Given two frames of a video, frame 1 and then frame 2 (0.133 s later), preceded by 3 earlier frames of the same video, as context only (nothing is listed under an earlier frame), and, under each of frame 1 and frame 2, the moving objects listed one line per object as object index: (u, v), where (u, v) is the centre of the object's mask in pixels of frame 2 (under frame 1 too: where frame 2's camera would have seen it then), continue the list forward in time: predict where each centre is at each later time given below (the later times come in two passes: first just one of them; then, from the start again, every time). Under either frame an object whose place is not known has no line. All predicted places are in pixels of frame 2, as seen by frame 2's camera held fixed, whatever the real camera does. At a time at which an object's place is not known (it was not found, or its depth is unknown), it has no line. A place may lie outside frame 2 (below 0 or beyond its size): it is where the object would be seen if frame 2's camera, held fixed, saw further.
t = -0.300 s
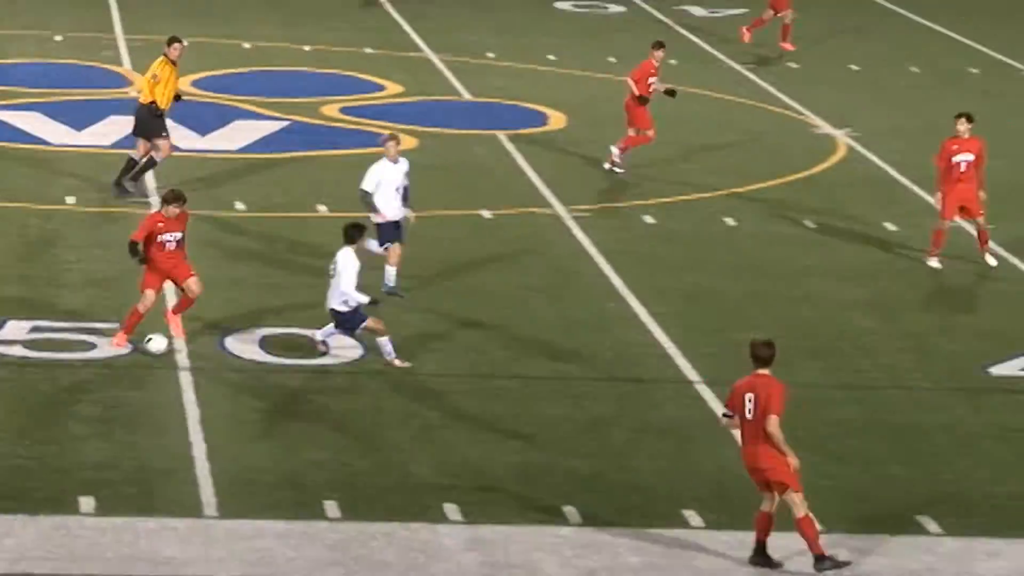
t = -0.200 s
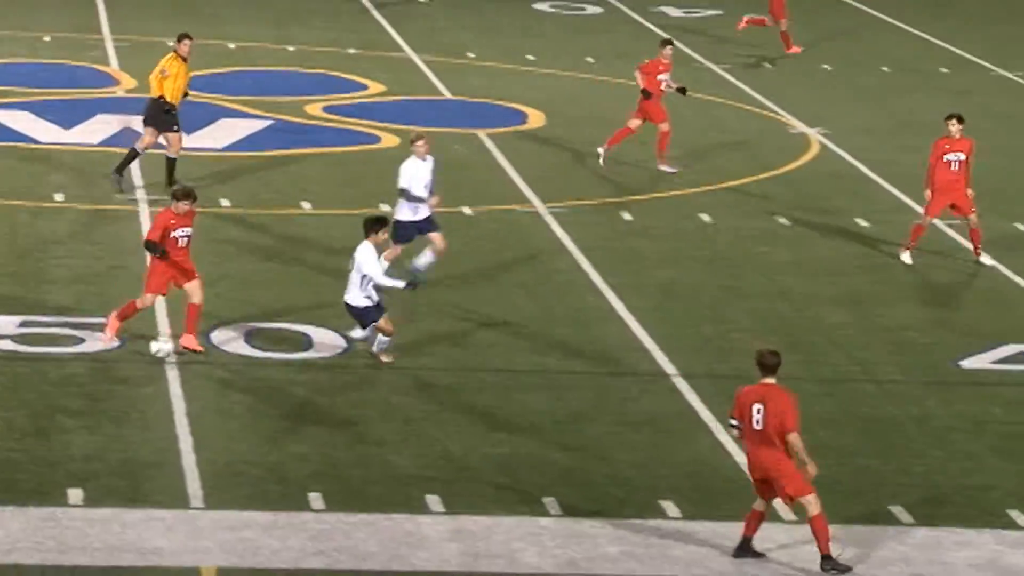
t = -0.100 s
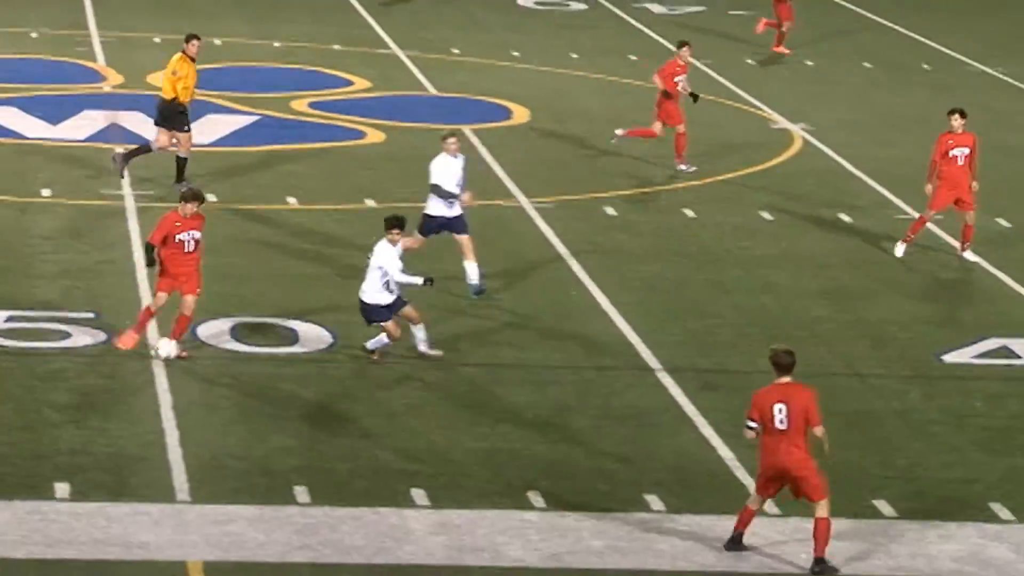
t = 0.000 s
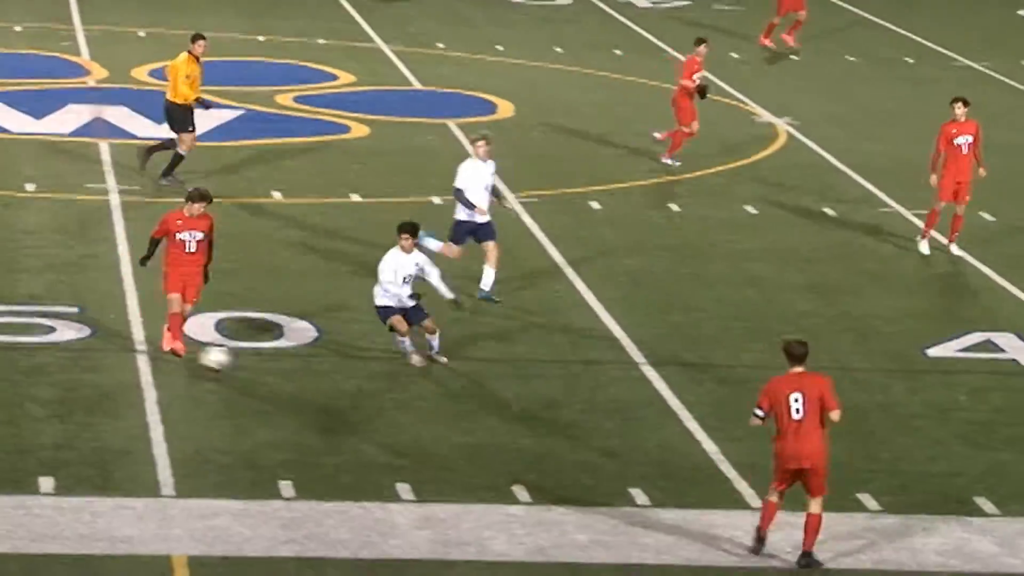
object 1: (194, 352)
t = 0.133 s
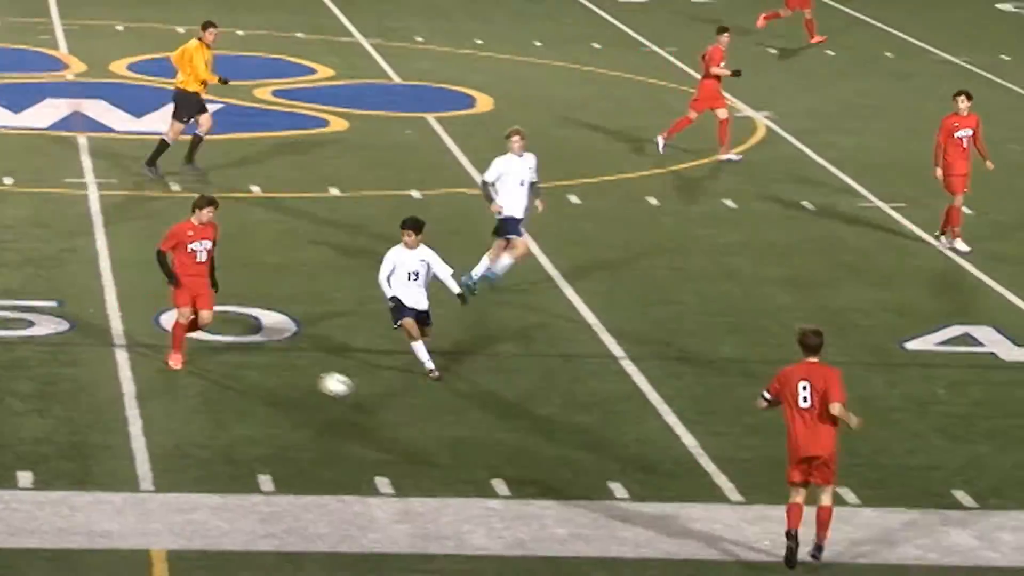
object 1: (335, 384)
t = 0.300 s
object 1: (515, 423)
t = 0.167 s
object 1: (371, 396)
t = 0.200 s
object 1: (406, 402)
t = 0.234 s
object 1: (441, 407)
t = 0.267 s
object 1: (478, 415)
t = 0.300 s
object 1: (515, 423)
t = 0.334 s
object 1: (552, 435)
